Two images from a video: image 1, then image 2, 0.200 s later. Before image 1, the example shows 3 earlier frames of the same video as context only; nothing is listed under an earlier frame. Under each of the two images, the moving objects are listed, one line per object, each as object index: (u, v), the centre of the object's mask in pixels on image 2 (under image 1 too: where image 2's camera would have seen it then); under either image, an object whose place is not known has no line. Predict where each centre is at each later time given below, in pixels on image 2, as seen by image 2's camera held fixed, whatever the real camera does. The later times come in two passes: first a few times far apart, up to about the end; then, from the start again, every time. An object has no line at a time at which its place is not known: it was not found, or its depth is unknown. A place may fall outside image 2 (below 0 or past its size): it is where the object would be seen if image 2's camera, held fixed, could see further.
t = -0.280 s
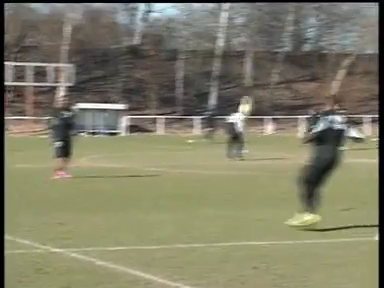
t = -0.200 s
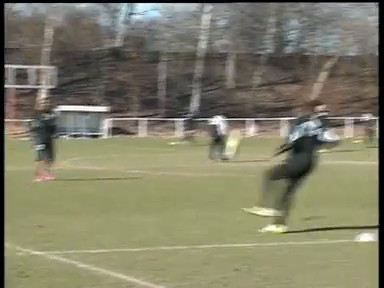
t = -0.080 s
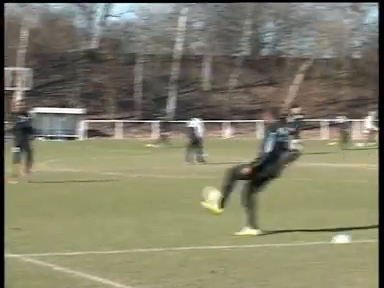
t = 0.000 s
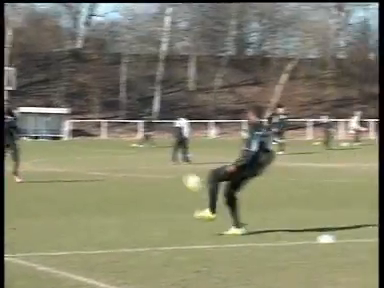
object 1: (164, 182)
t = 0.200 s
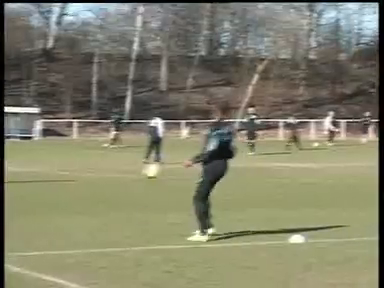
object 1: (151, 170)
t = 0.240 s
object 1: (149, 171)
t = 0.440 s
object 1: (136, 190)
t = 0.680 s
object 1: (126, 177)
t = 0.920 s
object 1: (118, 177)
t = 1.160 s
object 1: (110, 176)
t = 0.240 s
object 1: (149, 171)
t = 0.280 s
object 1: (146, 173)
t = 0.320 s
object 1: (144, 176)
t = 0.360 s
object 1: (141, 180)
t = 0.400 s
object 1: (139, 184)
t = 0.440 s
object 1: (136, 190)
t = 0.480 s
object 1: (134, 196)
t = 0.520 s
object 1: (133, 195)
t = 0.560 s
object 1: (131, 189)
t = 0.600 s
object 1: (130, 184)
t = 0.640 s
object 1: (129, 180)
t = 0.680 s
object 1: (126, 177)
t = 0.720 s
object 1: (126, 175)
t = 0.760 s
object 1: (123, 173)
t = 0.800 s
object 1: (121, 173)
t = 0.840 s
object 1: (120, 174)
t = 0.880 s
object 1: (119, 175)
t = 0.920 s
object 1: (118, 177)
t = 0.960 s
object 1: (116, 180)
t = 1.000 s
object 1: (115, 184)
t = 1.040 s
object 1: (114, 186)
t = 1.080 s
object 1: (113, 182)
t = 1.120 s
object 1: (112, 178)
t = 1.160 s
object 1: (110, 176)
